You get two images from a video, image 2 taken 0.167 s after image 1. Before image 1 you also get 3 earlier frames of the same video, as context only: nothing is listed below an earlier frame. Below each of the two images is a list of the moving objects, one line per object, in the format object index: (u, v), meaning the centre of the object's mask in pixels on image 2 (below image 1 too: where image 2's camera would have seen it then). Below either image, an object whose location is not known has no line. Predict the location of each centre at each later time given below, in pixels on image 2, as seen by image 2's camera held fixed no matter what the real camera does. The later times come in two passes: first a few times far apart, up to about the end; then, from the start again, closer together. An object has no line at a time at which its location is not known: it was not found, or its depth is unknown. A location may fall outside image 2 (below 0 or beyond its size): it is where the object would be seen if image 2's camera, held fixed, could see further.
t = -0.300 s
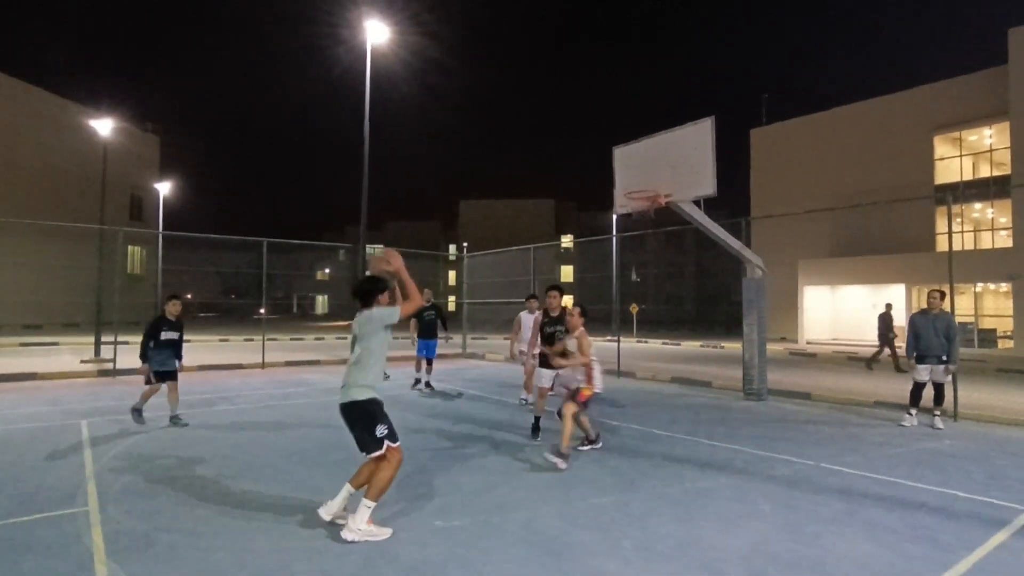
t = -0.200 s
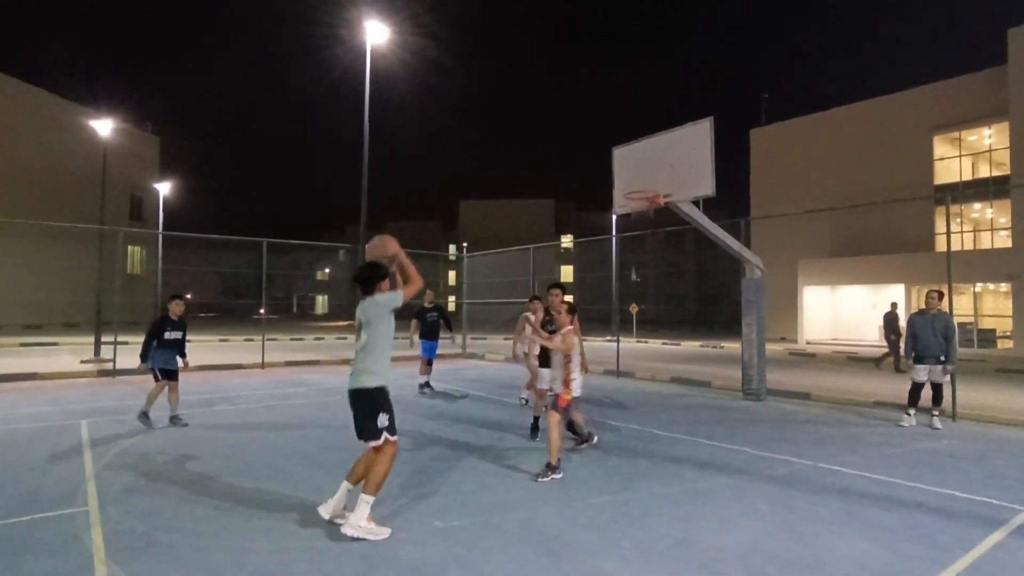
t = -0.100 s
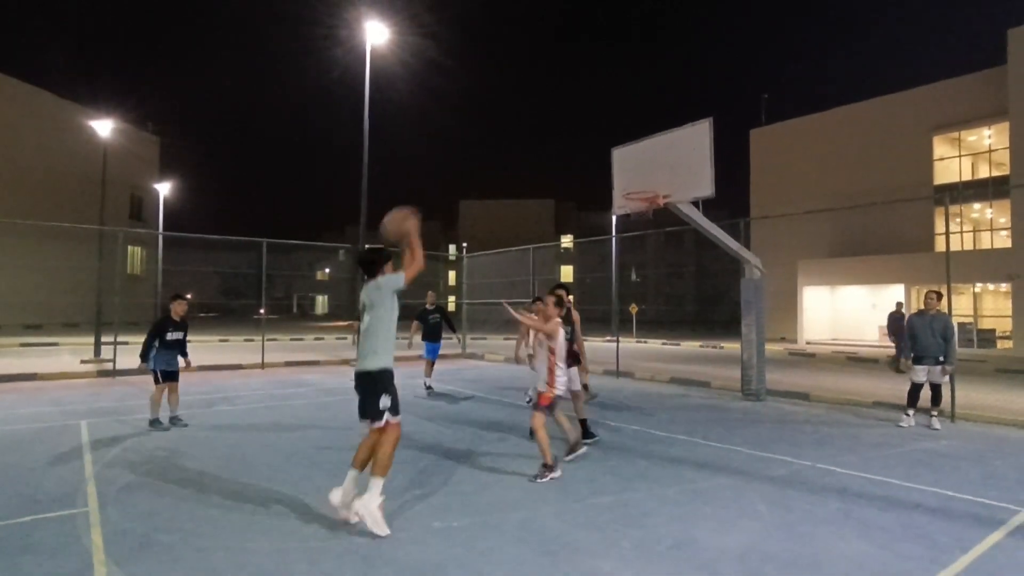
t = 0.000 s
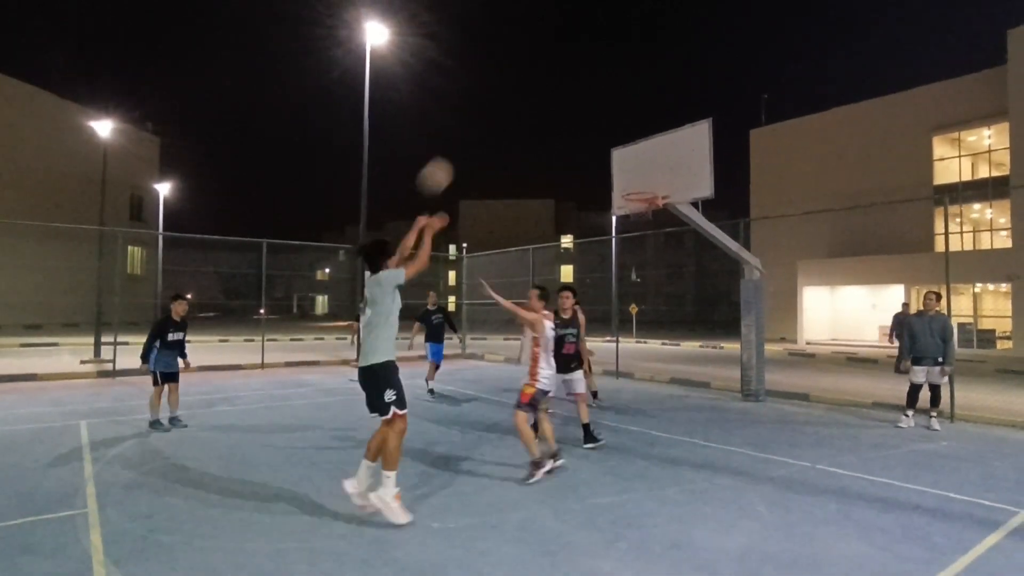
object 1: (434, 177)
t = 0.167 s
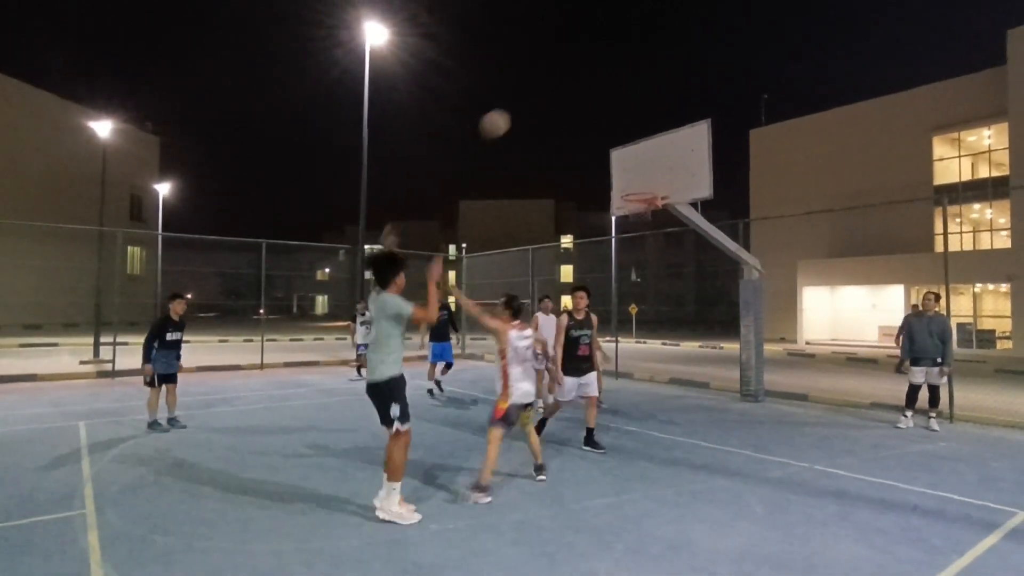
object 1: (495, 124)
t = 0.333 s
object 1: (541, 108)
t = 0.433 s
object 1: (564, 111)
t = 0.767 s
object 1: (623, 170)
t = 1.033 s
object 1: (660, 168)
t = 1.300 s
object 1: (707, 169)
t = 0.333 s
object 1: (541, 108)
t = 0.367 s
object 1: (549, 108)
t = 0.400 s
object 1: (557, 109)
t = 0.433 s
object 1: (564, 111)
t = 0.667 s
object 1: (608, 145)
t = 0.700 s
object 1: (613, 152)
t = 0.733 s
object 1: (618, 162)
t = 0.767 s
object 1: (623, 170)
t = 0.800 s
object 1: (628, 179)
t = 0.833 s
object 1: (632, 188)
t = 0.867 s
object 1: (637, 192)
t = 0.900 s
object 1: (641, 186)
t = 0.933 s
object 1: (645, 181)
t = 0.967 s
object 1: (650, 176)
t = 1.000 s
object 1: (654, 172)
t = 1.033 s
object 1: (660, 168)
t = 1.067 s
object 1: (665, 166)
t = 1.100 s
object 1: (670, 163)
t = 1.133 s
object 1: (675, 162)
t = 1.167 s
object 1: (681, 162)
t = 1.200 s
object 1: (687, 162)
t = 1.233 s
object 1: (691, 164)
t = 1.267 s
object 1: (700, 166)
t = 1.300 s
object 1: (707, 169)
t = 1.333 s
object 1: (713, 174)
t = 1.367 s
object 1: (720, 180)
